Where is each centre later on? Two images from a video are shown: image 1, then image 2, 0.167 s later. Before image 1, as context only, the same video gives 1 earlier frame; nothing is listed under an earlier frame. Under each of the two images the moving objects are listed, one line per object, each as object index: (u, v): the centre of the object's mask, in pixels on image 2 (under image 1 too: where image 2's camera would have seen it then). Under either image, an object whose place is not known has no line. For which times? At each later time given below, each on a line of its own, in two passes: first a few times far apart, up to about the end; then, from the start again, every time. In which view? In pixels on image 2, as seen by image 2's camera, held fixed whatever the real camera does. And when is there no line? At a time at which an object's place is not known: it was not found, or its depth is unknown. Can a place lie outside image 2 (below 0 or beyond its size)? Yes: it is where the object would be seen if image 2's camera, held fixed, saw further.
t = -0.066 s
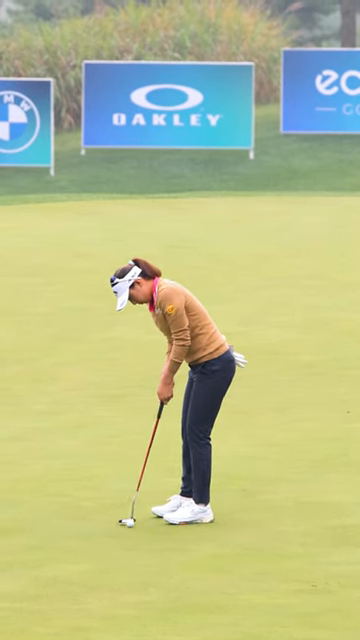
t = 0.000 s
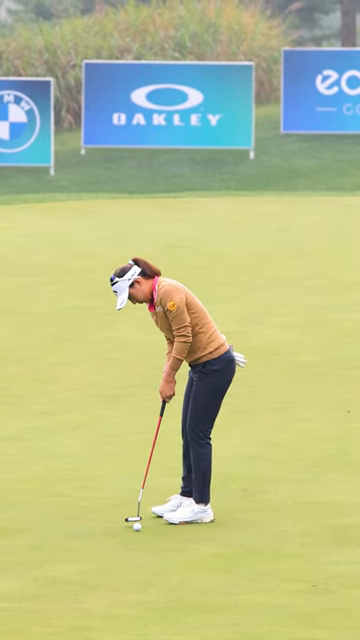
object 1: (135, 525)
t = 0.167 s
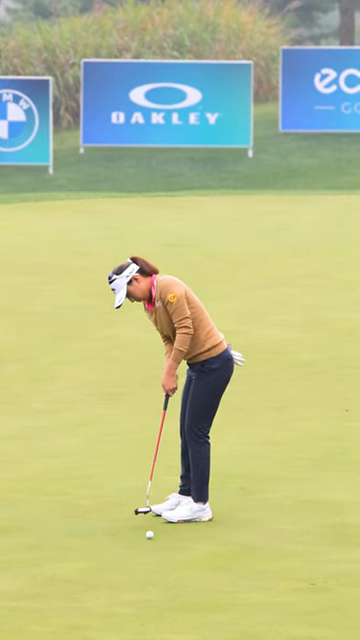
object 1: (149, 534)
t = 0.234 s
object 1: (154, 538)
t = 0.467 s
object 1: (169, 549)
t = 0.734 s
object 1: (184, 563)
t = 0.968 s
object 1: (194, 574)
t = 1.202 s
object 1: (204, 586)
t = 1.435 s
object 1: (212, 598)
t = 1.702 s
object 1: (220, 610)
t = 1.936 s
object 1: (226, 620)
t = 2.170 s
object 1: (232, 631)
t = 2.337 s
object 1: (236, 638)
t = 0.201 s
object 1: (152, 536)
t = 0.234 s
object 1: (154, 538)
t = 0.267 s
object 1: (156, 539)
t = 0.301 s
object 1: (158, 541)
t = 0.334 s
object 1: (160, 543)
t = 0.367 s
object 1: (163, 544)
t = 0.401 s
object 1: (165, 546)
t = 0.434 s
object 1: (167, 547)
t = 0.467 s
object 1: (169, 549)
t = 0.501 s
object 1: (171, 551)
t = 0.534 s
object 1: (173, 552)
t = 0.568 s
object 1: (175, 554)
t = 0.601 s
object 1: (176, 556)
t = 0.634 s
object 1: (178, 558)
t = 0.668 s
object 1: (180, 559)
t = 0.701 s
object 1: (182, 561)
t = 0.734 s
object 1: (184, 563)
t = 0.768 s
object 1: (185, 564)
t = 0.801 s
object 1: (187, 566)
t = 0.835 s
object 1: (188, 567)
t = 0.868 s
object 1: (190, 569)
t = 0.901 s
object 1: (191, 571)
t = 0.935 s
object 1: (193, 572)
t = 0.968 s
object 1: (194, 574)
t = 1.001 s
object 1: (196, 576)
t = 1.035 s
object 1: (197, 577)
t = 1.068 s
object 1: (198, 580)
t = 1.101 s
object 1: (200, 581)
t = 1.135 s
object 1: (201, 583)
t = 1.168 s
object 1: (202, 584)
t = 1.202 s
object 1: (204, 586)
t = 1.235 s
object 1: (205, 588)
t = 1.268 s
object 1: (206, 589)
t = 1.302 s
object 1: (207, 591)
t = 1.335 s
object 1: (209, 593)
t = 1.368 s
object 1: (210, 594)
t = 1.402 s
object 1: (211, 596)
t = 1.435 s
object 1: (212, 598)
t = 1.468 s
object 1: (213, 599)
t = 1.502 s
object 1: (214, 600)
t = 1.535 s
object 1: (216, 602)
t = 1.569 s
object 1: (217, 604)
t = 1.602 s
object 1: (218, 605)
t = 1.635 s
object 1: (219, 607)
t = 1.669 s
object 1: (220, 608)
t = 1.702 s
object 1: (220, 610)
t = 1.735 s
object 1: (221, 611)
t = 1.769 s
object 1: (222, 613)
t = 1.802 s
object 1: (223, 614)
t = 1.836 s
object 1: (224, 616)
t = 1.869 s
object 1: (224, 617)
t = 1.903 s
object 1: (226, 619)
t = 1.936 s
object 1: (226, 620)
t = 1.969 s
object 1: (227, 622)
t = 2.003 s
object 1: (228, 624)
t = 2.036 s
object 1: (228, 625)
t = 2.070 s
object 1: (229, 626)
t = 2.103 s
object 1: (230, 628)
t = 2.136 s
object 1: (231, 629)
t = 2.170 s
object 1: (232, 631)
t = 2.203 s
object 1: (233, 632)
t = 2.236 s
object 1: (234, 634)
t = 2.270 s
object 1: (234, 635)
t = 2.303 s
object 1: (235, 637)
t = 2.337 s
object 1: (236, 638)
